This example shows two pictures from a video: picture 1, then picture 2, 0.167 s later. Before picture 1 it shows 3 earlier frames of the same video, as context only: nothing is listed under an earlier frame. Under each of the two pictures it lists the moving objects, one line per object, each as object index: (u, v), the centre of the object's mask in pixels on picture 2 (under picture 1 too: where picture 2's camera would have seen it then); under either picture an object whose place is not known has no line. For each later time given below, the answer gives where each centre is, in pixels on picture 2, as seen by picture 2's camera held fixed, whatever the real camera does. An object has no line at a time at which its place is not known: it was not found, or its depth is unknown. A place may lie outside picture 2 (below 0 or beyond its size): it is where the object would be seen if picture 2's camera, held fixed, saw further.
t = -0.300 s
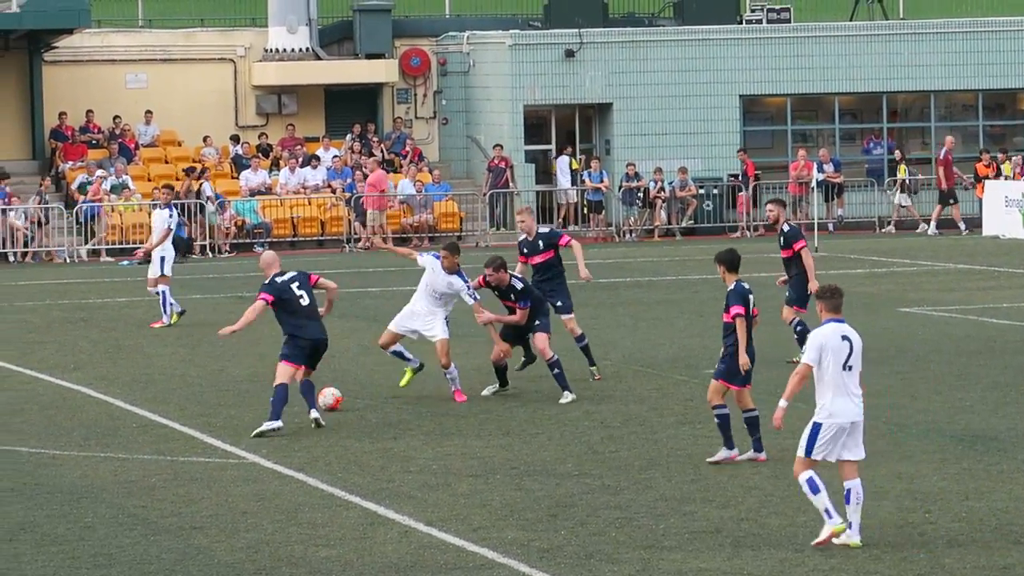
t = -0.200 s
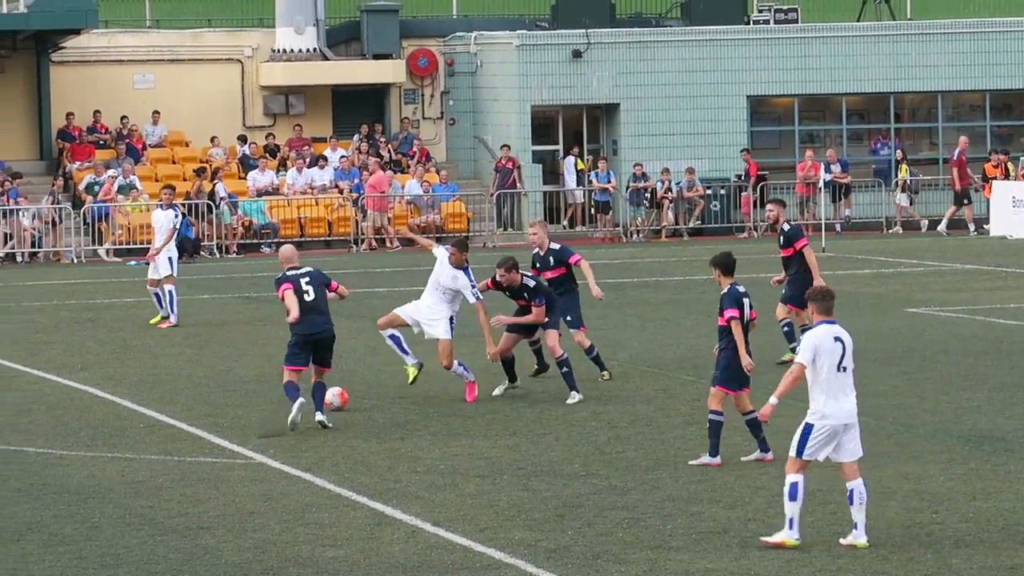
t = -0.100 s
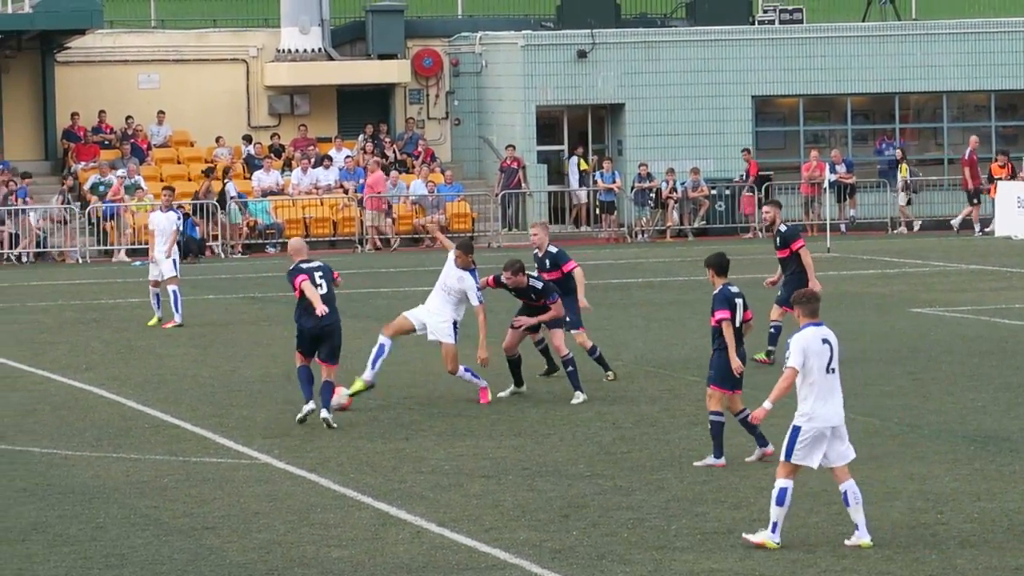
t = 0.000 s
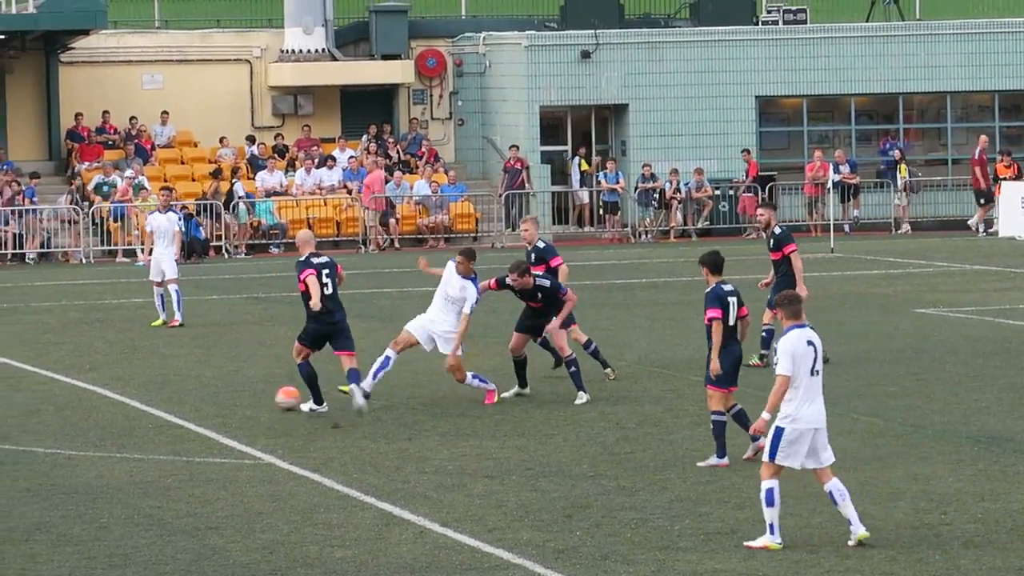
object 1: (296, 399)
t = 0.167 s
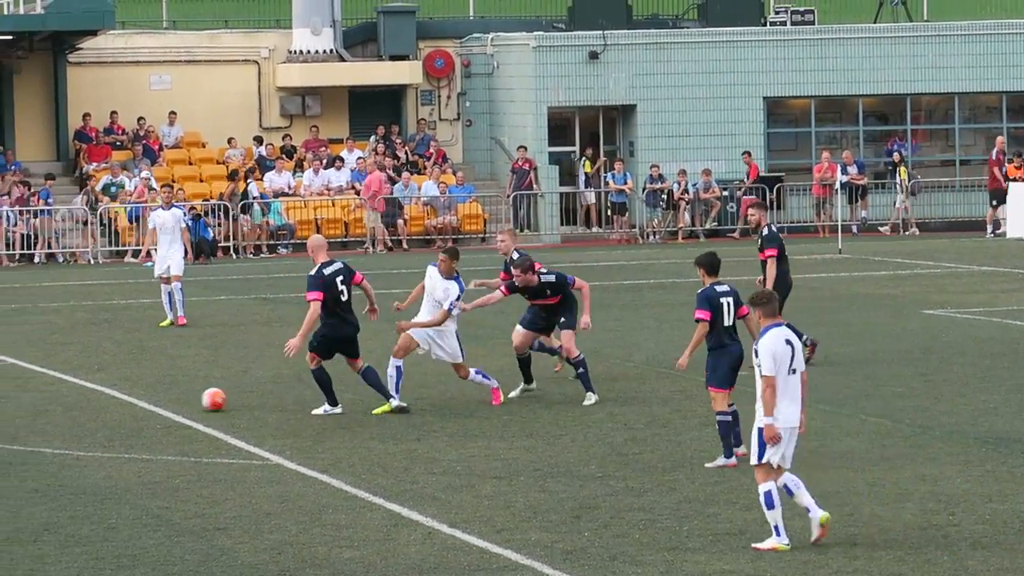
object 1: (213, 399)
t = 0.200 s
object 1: (198, 399)
